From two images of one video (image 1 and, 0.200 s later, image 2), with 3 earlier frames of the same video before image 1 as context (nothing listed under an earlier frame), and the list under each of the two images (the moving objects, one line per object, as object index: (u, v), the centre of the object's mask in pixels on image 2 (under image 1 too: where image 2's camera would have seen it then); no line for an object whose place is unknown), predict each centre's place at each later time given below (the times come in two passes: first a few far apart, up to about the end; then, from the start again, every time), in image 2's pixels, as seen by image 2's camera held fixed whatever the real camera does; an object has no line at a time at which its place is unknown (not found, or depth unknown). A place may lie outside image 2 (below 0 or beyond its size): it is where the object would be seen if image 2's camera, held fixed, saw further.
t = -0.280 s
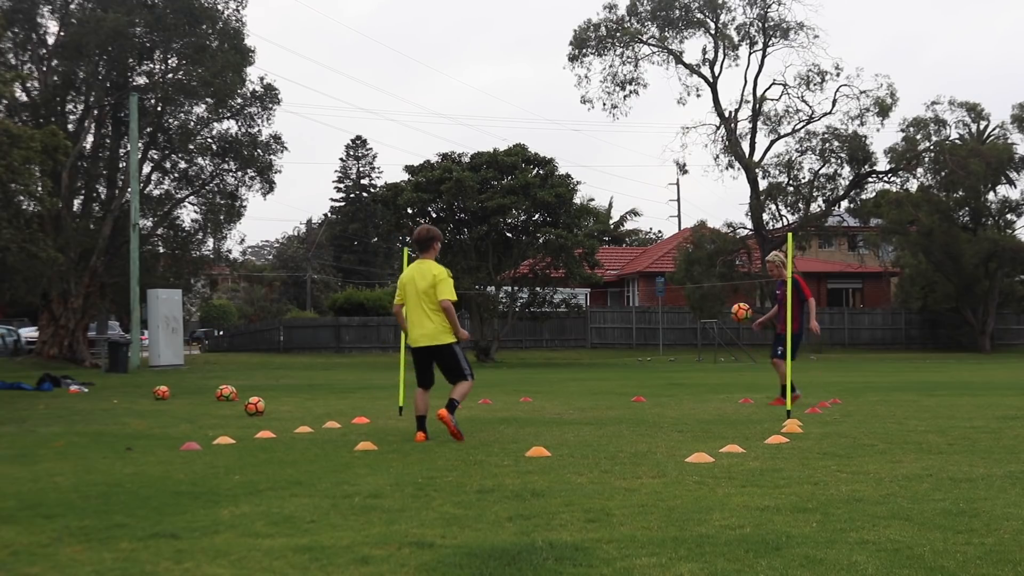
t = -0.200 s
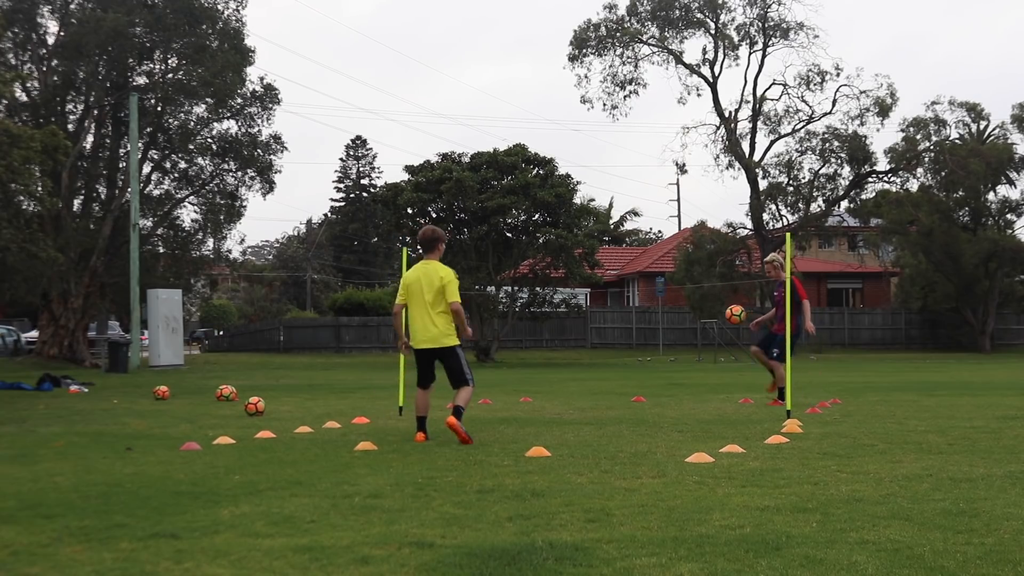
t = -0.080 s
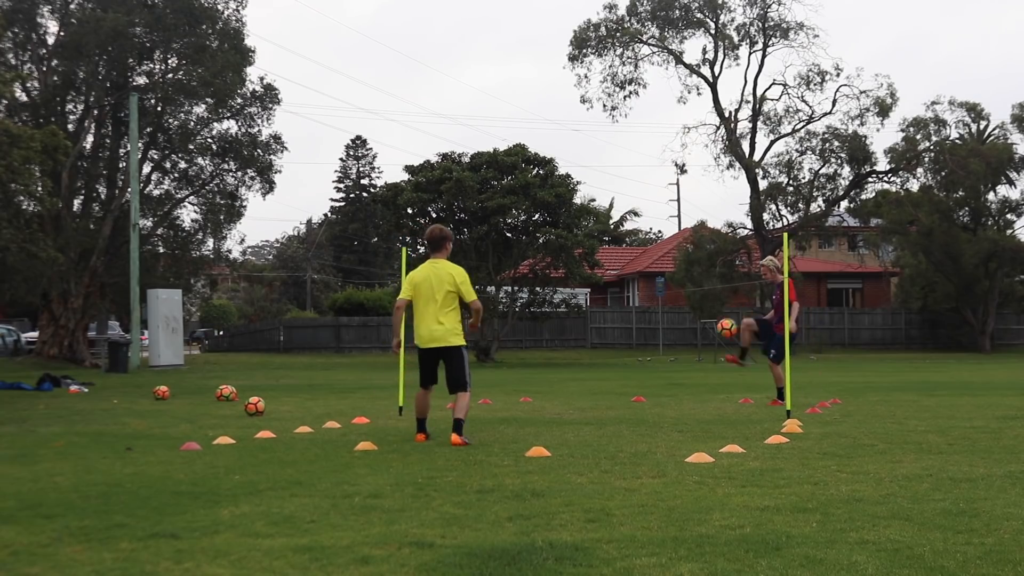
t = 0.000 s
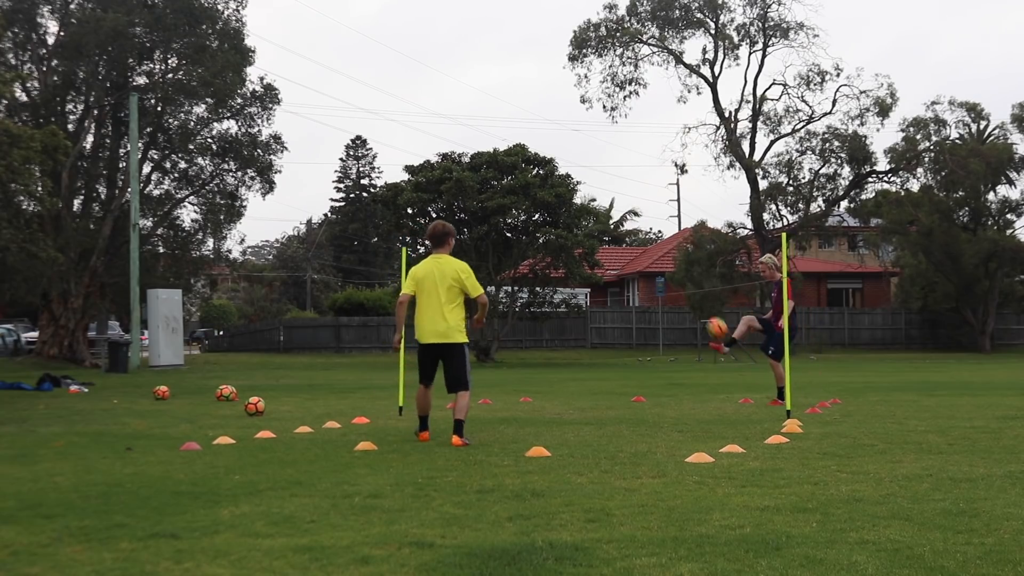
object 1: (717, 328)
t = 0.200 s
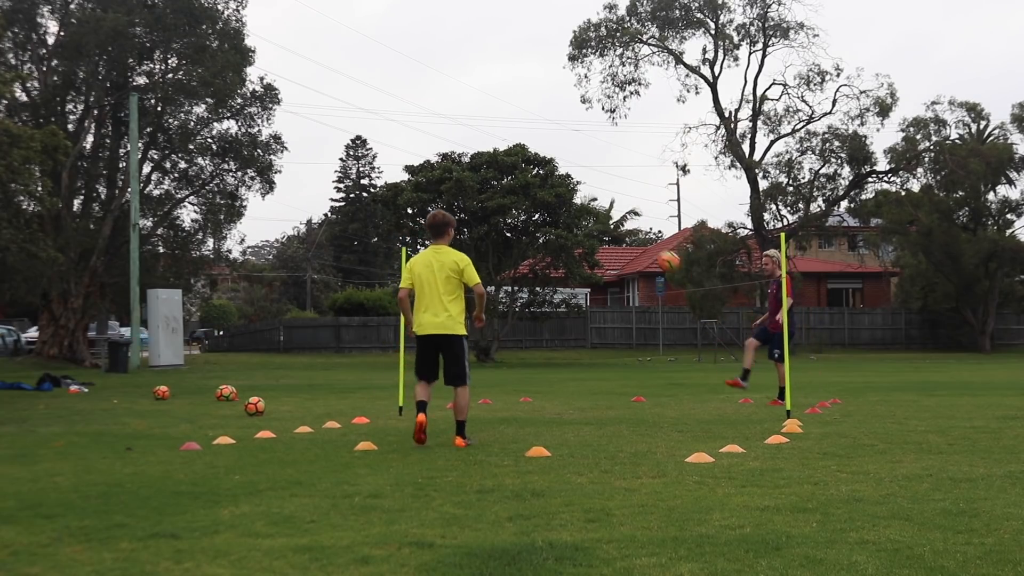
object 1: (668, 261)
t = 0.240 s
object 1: (658, 251)
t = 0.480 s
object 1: (593, 225)
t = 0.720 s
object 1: (522, 252)
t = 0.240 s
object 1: (658, 251)
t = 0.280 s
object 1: (647, 242)
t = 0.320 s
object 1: (638, 237)
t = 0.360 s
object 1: (626, 231)
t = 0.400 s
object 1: (614, 227)
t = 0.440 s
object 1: (604, 225)
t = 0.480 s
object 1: (593, 225)
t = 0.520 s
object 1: (582, 224)
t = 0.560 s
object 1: (570, 227)
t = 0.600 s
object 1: (559, 231)
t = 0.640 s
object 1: (547, 236)
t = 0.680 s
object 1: (535, 243)
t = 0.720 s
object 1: (522, 252)
